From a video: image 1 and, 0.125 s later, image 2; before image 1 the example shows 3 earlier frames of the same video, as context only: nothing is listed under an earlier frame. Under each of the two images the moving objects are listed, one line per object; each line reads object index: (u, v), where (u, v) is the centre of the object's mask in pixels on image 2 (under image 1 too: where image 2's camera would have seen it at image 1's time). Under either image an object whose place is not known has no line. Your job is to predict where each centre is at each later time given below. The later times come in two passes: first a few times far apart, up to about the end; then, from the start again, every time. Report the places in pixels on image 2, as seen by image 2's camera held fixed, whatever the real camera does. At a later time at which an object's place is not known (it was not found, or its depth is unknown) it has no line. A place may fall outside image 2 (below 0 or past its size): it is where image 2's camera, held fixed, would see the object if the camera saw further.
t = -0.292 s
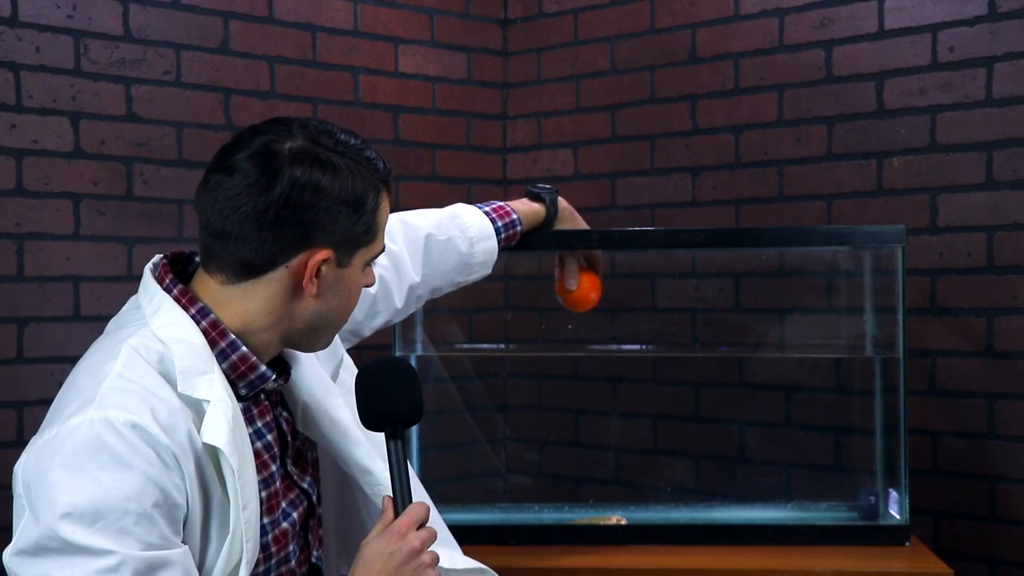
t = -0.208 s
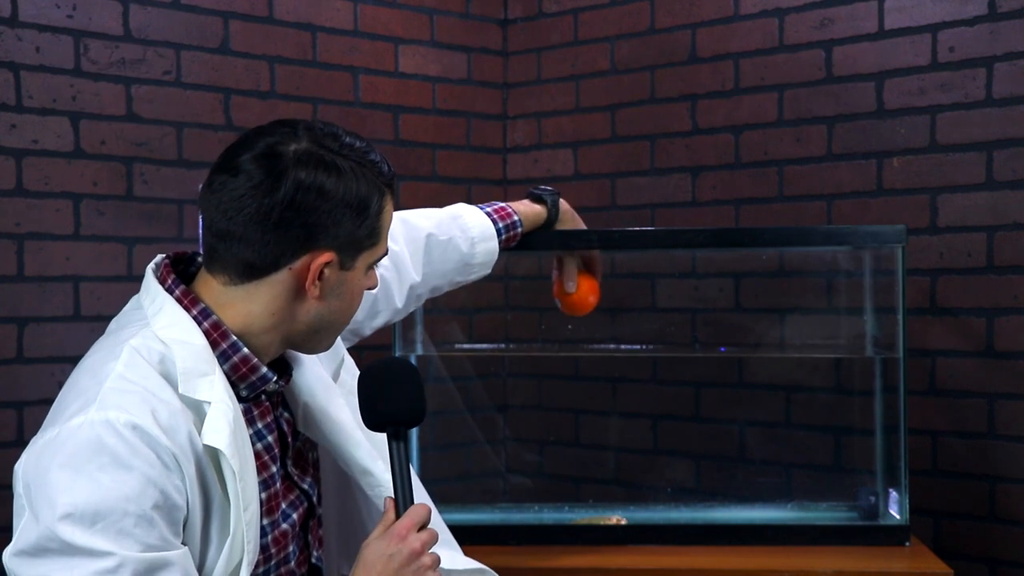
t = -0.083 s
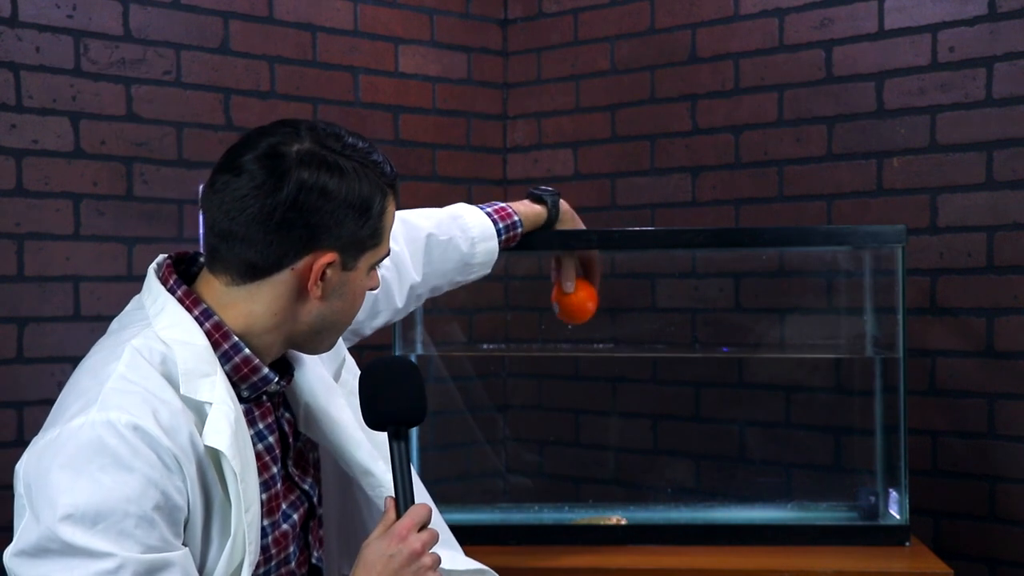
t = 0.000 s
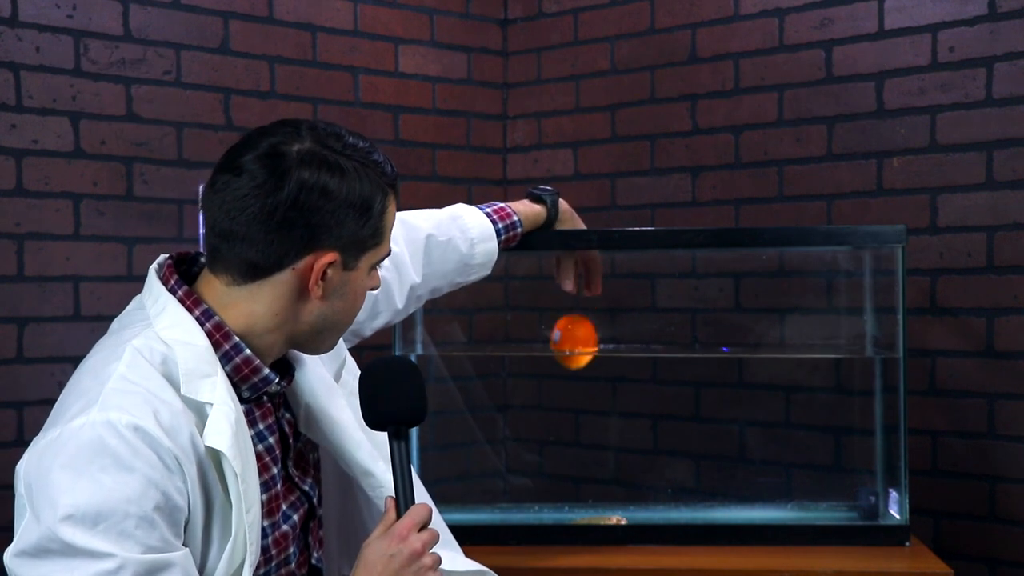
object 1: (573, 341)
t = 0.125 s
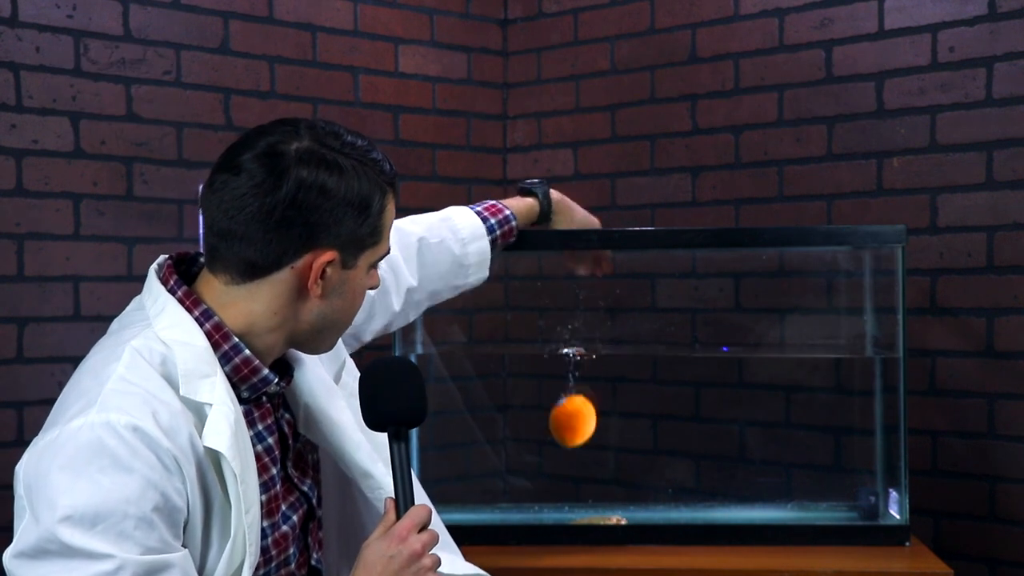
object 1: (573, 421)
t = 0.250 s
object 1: (572, 477)
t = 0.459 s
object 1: (575, 489)
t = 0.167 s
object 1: (572, 442)
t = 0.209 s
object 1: (572, 461)
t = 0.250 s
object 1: (572, 477)
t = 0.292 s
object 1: (572, 490)
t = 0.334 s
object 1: (571, 500)
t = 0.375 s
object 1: (572, 499)
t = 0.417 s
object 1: (574, 494)
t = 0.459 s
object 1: (575, 489)
